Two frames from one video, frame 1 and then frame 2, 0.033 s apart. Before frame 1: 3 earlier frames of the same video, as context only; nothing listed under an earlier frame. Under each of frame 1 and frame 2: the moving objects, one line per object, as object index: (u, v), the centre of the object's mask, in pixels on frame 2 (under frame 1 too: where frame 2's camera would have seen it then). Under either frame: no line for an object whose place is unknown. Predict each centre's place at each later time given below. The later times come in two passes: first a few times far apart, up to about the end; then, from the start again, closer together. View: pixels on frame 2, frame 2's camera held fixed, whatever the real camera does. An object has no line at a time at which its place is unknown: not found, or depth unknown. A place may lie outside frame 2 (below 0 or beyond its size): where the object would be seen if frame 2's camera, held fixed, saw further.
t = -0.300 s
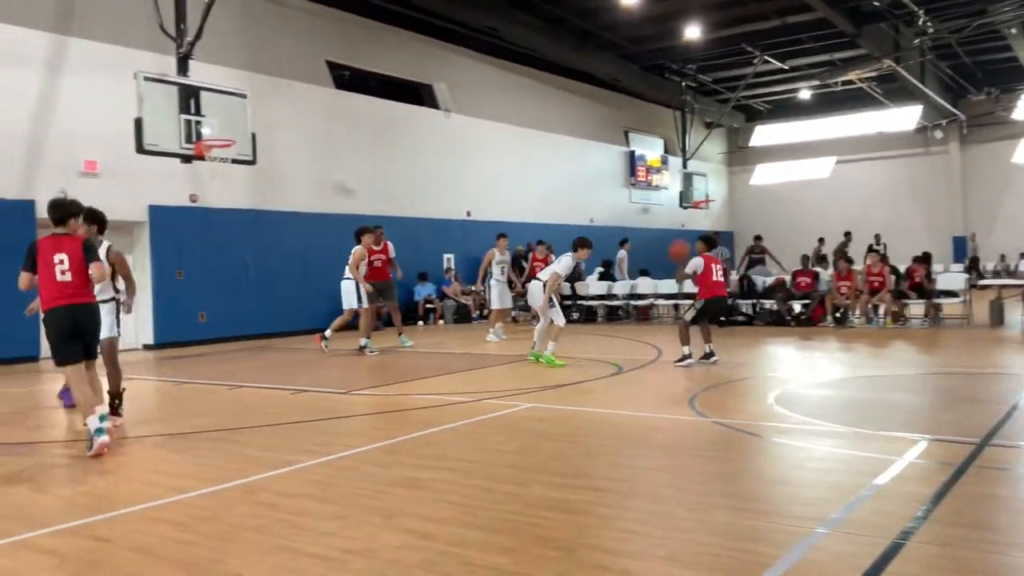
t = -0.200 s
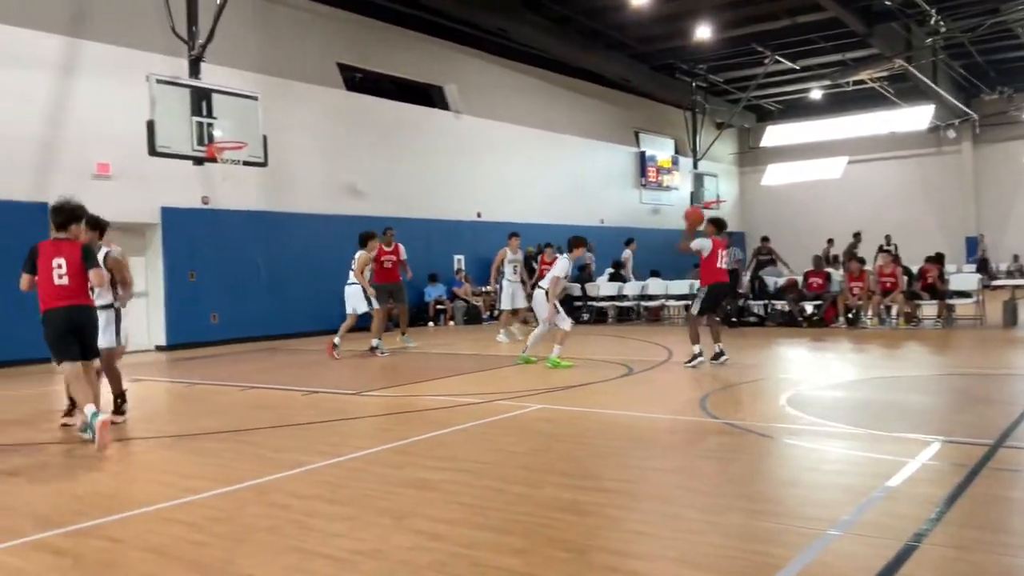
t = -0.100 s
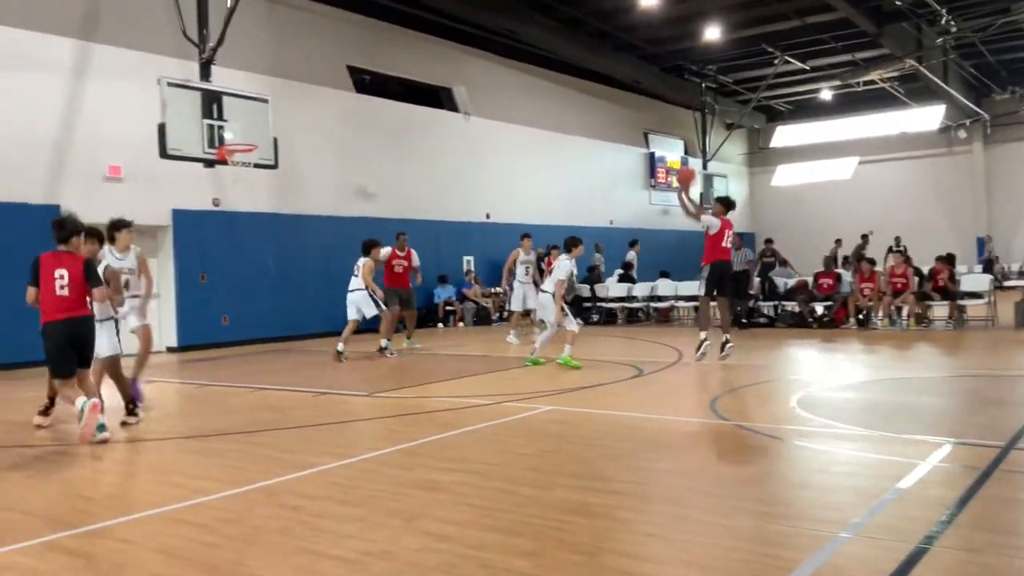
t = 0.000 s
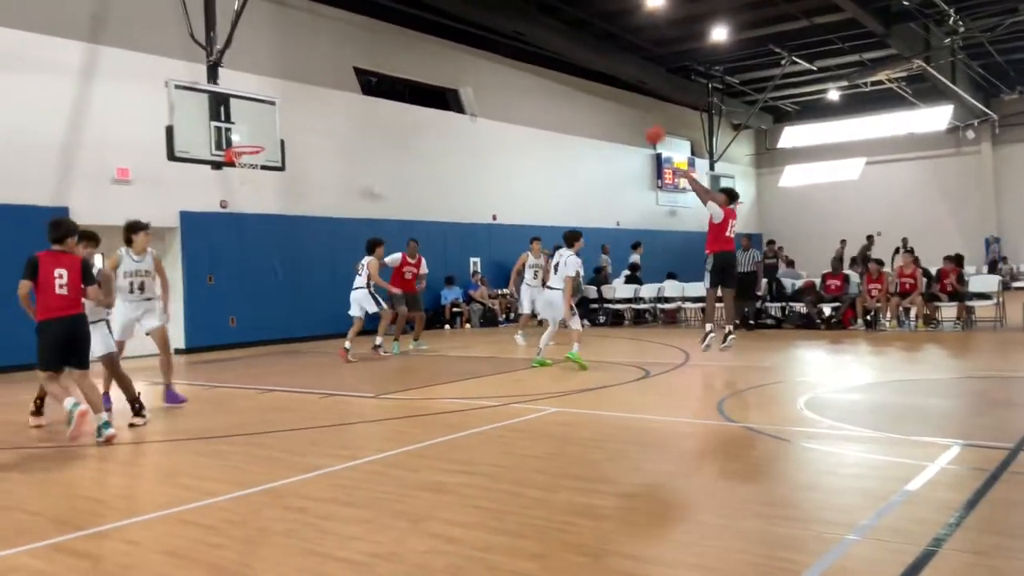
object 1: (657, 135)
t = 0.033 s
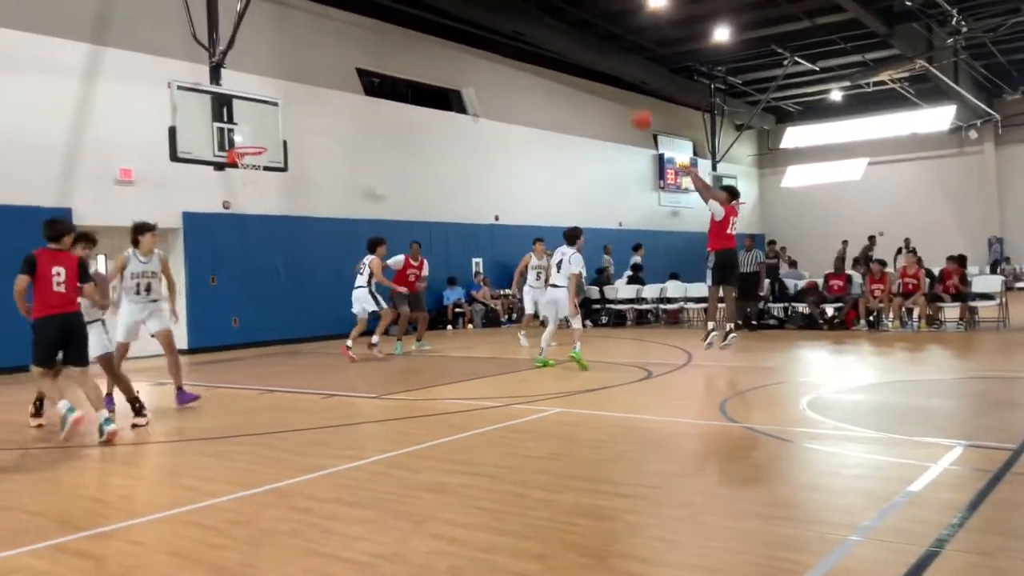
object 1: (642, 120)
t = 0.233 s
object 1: (559, 51)
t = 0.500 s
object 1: (462, 14)
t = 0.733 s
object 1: (386, 27)
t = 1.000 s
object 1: (309, 87)
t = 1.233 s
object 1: (264, 146)
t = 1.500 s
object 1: (315, 129)
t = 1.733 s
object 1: (364, 153)
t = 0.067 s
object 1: (627, 105)
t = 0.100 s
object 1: (613, 91)
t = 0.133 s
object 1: (599, 79)
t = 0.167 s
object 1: (585, 69)
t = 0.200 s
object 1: (573, 60)
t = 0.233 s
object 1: (559, 51)
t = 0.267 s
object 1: (546, 43)
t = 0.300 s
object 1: (534, 36)
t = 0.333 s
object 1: (522, 31)
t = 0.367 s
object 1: (509, 26)
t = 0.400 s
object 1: (497, 22)
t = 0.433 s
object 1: (485, 18)
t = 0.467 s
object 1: (473, 15)
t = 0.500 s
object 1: (462, 14)
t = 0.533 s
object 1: (450, 14)
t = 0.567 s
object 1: (439, 14)
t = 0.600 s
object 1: (428, 15)
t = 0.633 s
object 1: (418, 17)
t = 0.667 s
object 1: (407, 20)
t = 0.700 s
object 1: (396, 23)
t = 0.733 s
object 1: (386, 27)
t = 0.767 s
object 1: (376, 33)
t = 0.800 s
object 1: (367, 38)
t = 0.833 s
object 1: (356, 45)
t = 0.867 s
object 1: (346, 52)
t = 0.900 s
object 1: (337, 59)
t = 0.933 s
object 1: (328, 68)
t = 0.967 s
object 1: (318, 77)
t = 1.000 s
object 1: (309, 87)
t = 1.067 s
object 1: (291, 109)
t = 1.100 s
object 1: (283, 120)
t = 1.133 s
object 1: (274, 132)
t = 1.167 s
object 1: (266, 145)
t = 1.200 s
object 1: (263, 147)
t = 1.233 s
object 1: (264, 146)
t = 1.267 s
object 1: (268, 143)
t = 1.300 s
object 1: (274, 138)
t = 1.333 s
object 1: (280, 135)
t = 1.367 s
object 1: (287, 132)
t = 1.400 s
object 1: (294, 131)
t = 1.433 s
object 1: (301, 130)
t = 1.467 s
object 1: (308, 129)
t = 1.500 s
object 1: (315, 129)
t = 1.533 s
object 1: (322, 131)
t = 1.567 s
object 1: (329, 133)
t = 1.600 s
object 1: (336, 135)
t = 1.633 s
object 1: (343, 139)
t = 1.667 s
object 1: (350, 143)
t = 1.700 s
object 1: (357, 147)
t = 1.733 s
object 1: (364, 153)
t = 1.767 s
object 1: (371, 159)
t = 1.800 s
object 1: (378, 166)
